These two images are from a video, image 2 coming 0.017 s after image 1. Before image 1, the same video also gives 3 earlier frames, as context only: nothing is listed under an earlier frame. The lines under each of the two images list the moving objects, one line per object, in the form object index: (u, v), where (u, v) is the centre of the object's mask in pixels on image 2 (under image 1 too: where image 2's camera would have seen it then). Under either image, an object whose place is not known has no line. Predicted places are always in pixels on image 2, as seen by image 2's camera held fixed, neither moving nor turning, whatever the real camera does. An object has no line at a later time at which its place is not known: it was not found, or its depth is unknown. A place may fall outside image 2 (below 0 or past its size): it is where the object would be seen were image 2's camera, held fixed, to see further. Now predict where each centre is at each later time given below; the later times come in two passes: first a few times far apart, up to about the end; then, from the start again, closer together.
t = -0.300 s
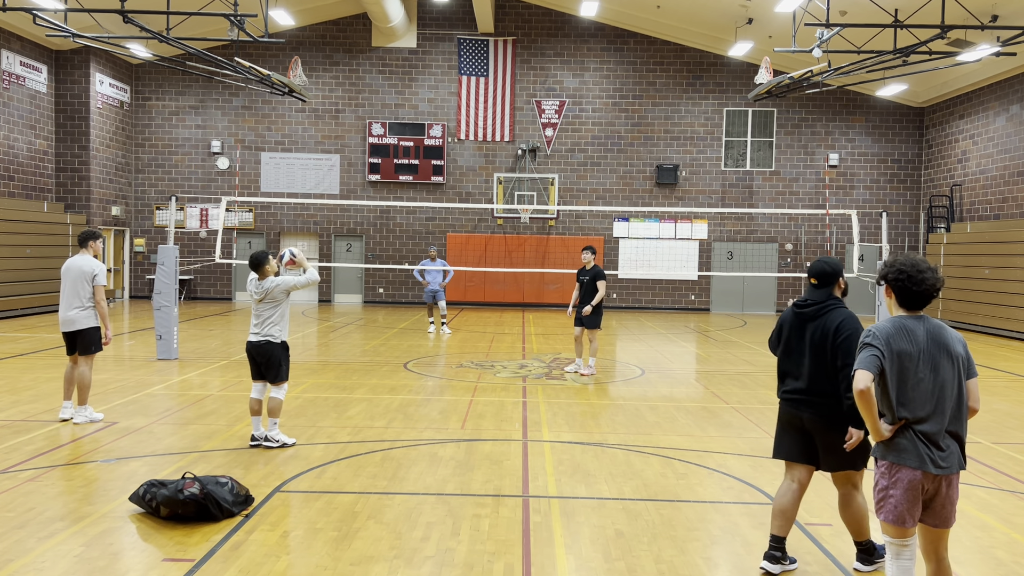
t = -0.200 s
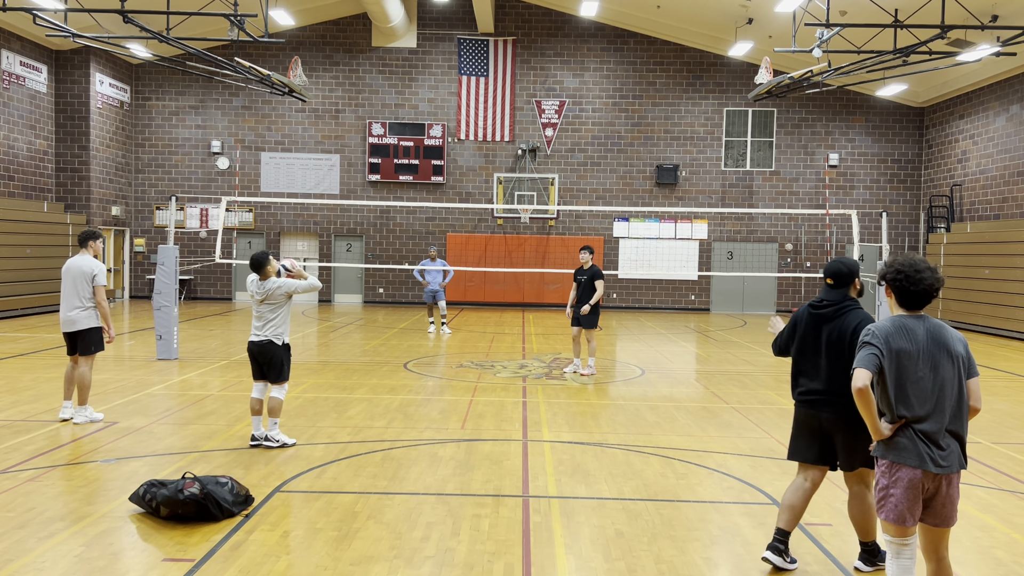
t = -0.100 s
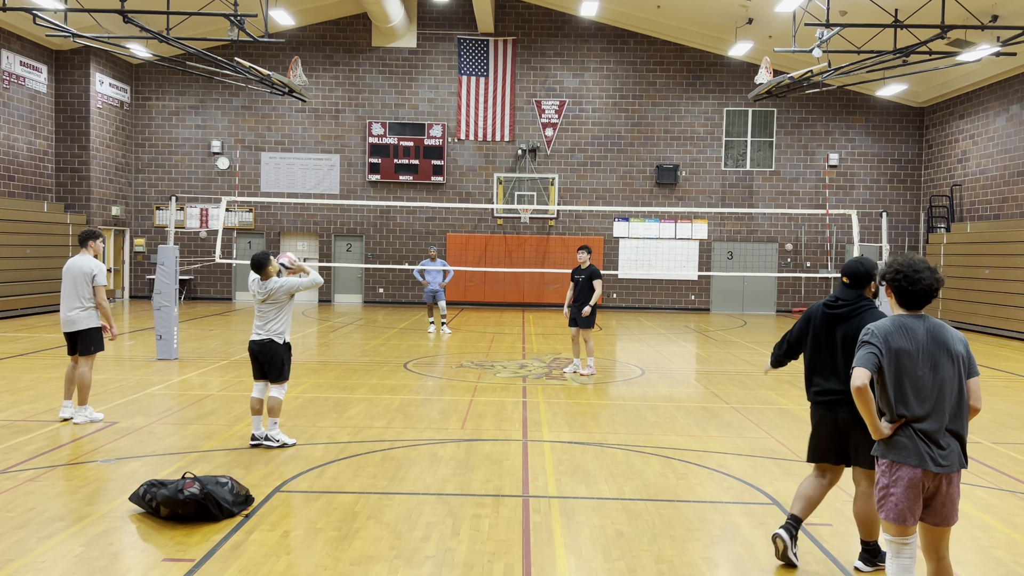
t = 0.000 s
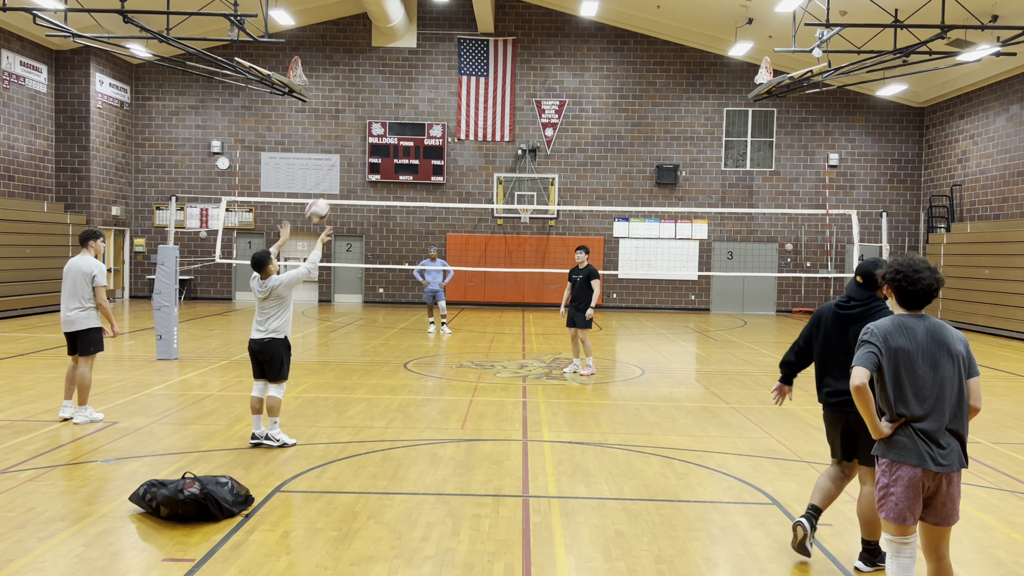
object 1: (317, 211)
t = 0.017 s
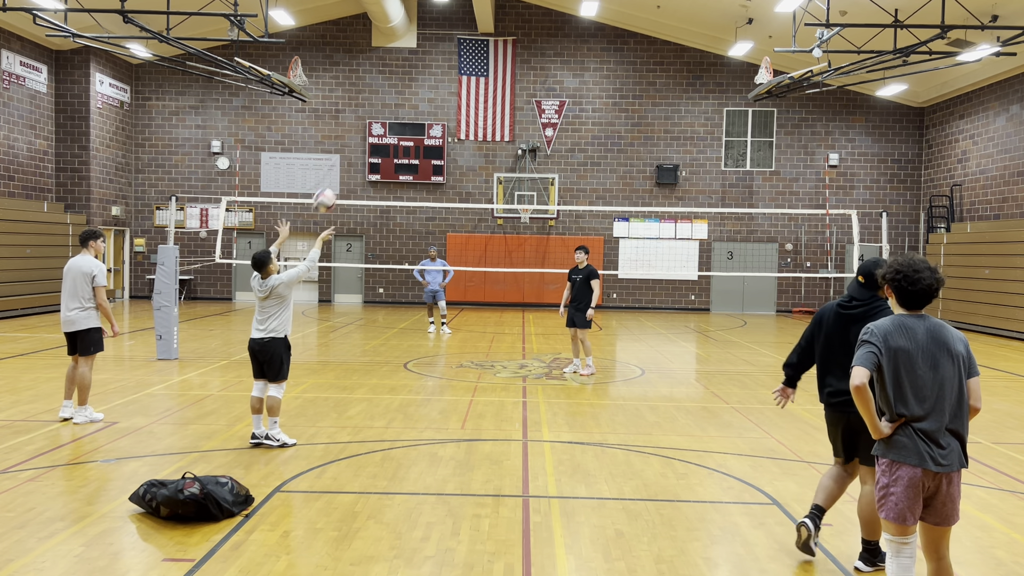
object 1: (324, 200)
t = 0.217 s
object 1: (393, 114)
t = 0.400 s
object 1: (442, 80)
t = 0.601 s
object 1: (484, 78)
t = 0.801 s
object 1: (520, 107)
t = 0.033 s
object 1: (331, 190)
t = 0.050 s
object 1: (337, 181)
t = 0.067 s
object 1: (344, 172)
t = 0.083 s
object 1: (350, 164)
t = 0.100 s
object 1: (355, 157)
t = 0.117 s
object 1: (361, 150)
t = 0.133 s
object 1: (367, 143)
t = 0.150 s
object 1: (372, 136)
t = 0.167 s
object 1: (378, 130)
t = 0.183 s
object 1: (383, 125)
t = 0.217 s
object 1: (393, 114)
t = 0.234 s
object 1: (398, 110)
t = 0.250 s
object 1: (403, 105)
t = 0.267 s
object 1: (408, 101)
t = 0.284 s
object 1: (412, 98)
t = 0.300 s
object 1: (417, 94)
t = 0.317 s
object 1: (421, 91)
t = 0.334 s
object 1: (425, 88)
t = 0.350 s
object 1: (430, 86)
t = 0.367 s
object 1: (434, 84)
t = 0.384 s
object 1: (438, 82)
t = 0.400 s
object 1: (442, 80)
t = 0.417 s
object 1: (446, 78)
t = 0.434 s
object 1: (449, 77)
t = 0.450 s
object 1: (453, 76)
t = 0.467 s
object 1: (457, 75)
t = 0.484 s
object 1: (461, 75)
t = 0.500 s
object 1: (464, 75)
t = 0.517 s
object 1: (468, 75)
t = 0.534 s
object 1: (471, 75)
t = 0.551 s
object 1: (475, 76)
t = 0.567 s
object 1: (478, 76)
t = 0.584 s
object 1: (481, 77)
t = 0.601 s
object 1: (484, 78)
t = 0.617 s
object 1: (488, 80)
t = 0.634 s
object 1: (490, 81)
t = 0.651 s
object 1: (494, 83)
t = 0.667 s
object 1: (497, 85)
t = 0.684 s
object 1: (499, 86)
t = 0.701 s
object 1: (503, 89)
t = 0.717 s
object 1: (506, 92)
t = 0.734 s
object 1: (509, 94)
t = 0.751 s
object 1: (512, 97)
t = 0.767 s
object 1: (514, 100)
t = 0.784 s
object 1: (517, 103)
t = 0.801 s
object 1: (520, 107)
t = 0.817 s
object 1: (522, 110)
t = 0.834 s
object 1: (525, 114)
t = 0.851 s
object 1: (527, 118)
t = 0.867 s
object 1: (530, 122)
